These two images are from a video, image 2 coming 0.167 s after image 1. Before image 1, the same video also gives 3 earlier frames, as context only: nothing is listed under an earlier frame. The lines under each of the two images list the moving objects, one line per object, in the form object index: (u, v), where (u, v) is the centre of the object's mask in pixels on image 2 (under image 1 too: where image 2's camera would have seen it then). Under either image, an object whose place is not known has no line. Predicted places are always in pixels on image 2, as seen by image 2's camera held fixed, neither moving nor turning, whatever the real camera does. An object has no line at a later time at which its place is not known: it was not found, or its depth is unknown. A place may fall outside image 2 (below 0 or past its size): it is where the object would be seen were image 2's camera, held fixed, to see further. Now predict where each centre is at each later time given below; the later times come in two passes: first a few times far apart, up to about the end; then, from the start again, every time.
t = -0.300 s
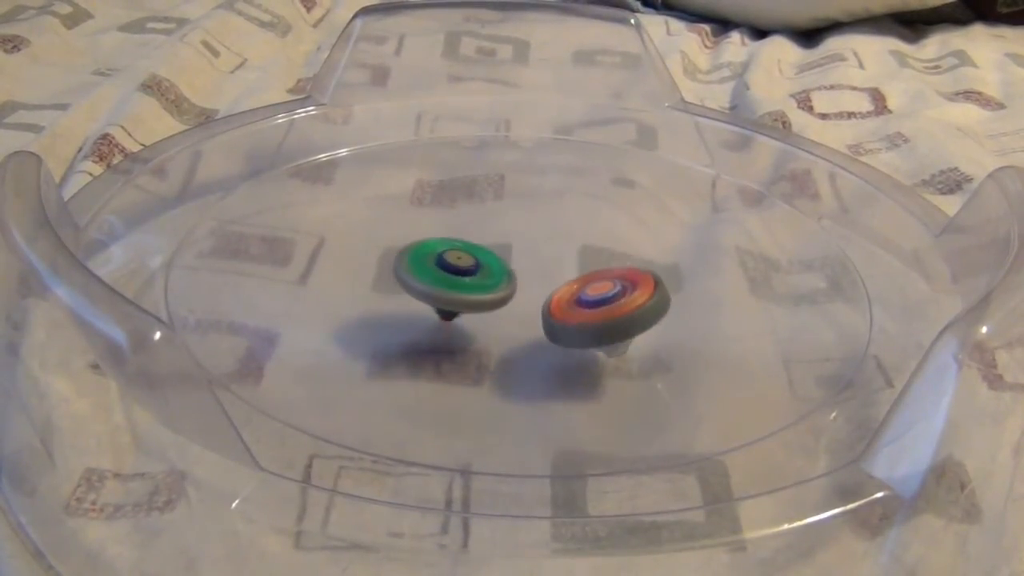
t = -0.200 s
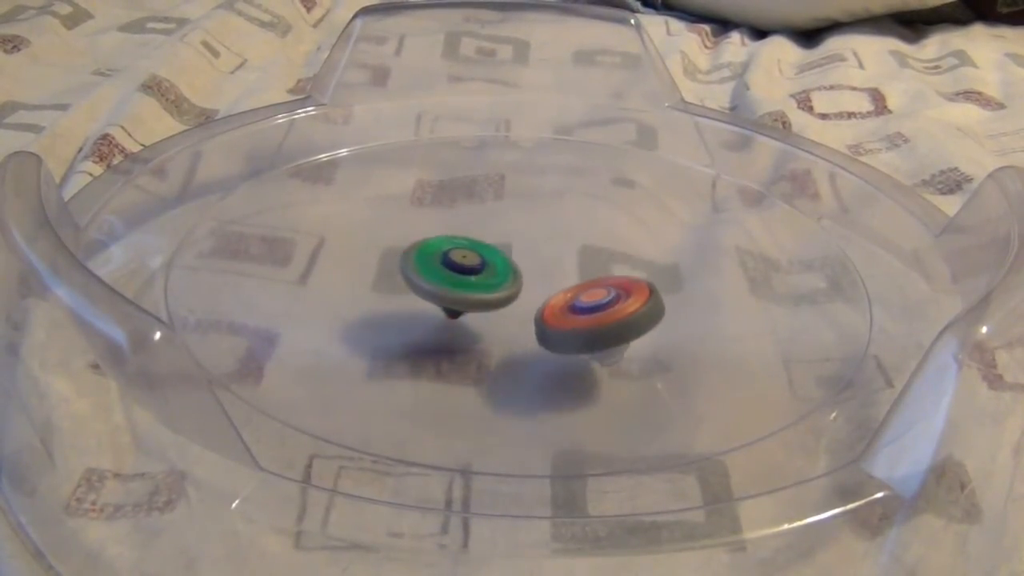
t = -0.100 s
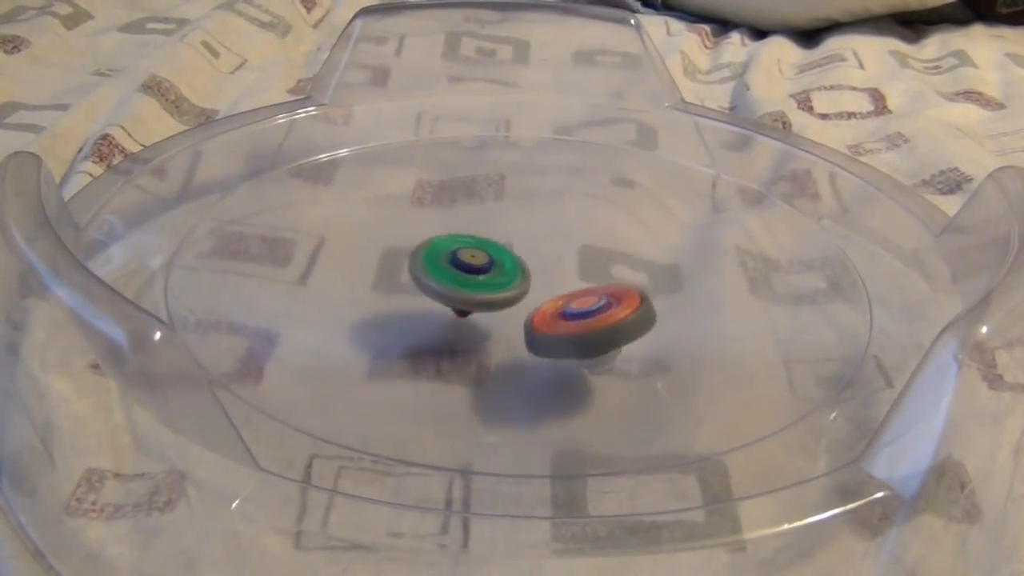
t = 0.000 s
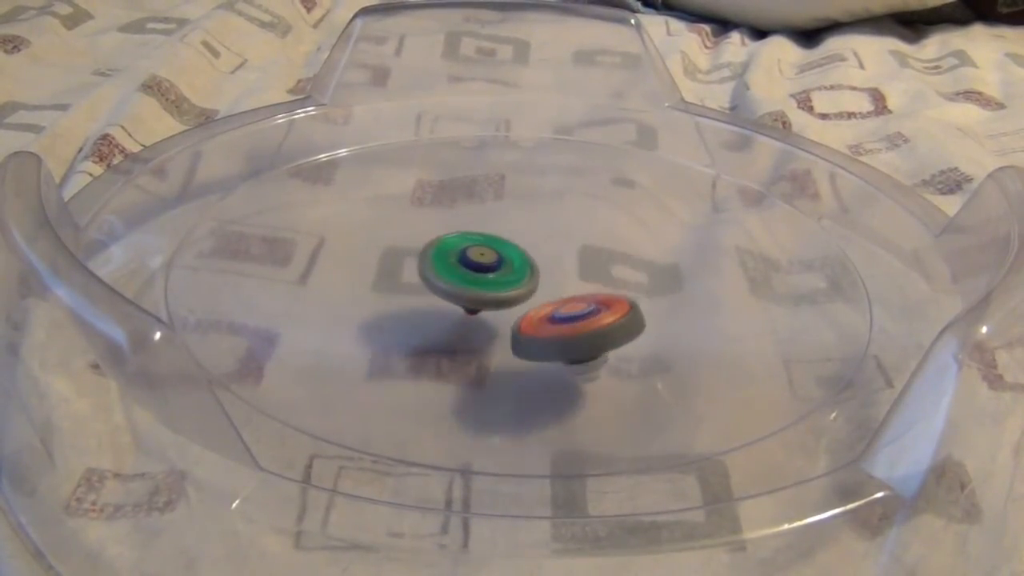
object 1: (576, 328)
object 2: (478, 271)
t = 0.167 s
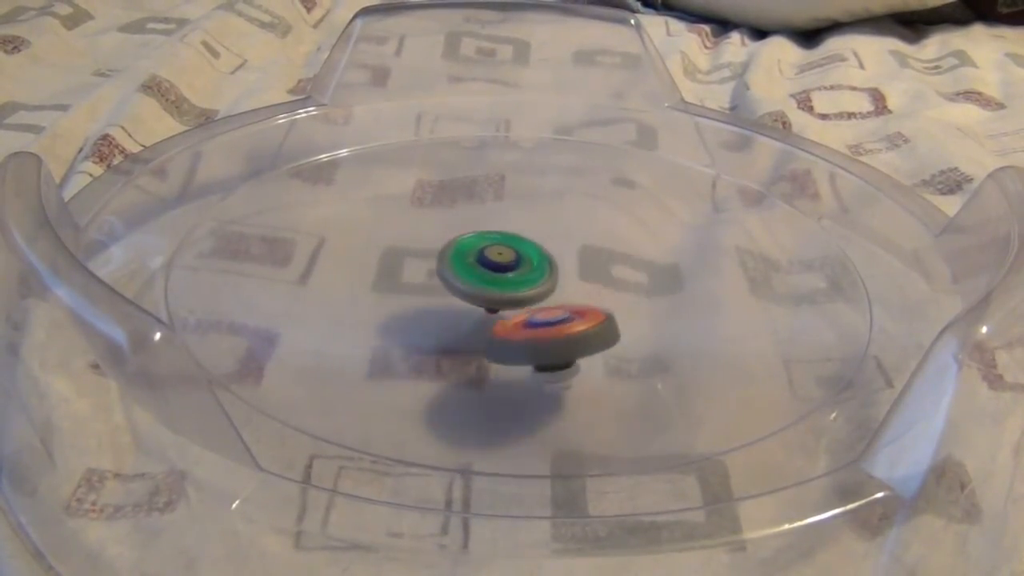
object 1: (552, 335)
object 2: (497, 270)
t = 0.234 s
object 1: (539, 336)
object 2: (503, 270)
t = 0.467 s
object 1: (491, 336)
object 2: (528, 272)
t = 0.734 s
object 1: (439, 323)
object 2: (547, 278)
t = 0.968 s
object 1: (410, 306)
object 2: (552, 286)
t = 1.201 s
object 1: (399, 287)
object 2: (550, 296)
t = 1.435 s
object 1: (405, 267)
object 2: (540, 307)
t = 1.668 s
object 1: (427, 251)
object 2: (524, 314)
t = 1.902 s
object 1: (458, 242)
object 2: (508, 315)
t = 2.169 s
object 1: (504, 239)
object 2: (486, 309)
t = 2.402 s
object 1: (544, 248)
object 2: (463, 300)
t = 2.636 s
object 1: (575, 264)
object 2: (454, 288)
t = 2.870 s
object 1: (598, 281)
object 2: (459, 281)
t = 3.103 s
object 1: (604, 300)
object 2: (473, 274)
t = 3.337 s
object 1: (591, 318)
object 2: (495, 271)
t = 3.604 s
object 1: (554, 333)
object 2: (520, 271)
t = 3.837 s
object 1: (509, 334)
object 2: (540, 275)
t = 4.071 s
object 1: (459, 327)
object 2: (549, 284)
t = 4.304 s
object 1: (423, 312)
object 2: (547, 294)
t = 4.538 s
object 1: (403, 293)
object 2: (538, 303)
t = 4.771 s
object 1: (403, 272)
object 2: (522, 311)
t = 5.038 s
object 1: (421, 252)
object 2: (501, 312)
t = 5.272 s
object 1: (455, 240)
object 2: (484, 307)
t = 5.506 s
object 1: (501, 239)
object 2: (464, 297)
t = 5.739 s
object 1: (565, 220)
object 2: (428, 311)
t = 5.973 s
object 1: (591, 232)
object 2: (445, 304)
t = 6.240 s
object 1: (607, 260)
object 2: (472, 290)
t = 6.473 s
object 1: (688, 281)
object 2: (407, 268)
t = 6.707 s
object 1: (684, 304)
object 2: (393, 270)
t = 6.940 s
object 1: (629, 322)
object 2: (432, 281)
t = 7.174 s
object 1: (567, 342)
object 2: (471, 273)
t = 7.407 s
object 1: (510, 354)
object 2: (480, 257)
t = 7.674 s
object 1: (451, 336)
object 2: (504, 263)
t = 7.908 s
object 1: (398, 295)
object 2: (529, 275)
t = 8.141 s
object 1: (379, 258)
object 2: (548, 287)
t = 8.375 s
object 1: (394, 240)
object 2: (556, 298)
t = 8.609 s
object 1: (431, 235)
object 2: (549, 308)
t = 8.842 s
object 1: (480, 238)
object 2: (531, 314)
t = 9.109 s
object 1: (552, 249)
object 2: (500, 313)
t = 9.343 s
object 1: (612, 272)
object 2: (473, 305)
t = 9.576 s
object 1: (643, 291)
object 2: (457, 294)
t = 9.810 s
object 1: (637, 308)
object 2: (453, 282)
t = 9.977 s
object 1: (615, 321)
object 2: (459, 275)
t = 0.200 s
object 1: (546, 335)
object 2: (500, 270)
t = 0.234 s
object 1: (539, 336)
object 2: (503, 270)
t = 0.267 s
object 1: (532, 337)
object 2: (507, 270)
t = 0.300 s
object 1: (526, 337)
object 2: (510, 270)
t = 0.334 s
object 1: (520, 338)
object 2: (514, 271)
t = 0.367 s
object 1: (511, 338)
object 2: (518, 271)
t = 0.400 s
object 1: (504, 338)
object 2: (522, 271)
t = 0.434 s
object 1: (498, 337)
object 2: (525, 271)
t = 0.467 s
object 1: (491, 336)
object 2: (528, 272)
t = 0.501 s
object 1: (485, 335)
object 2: (531, 272)
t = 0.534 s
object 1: (478, 334)
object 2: (534, 273)
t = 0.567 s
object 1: (471, 332)
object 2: (537, 274)
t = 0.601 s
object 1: (465, 331)
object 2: (540, 275)
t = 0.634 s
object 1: (456, 329)
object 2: (542, 275)
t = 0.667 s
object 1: (449, 327)
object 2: (544, 276)
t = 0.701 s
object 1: (445, 325)
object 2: (546, 277)
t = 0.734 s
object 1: (439, 323)
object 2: (547, 278)
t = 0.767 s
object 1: (434, 322)
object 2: (548, 279)
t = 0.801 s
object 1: (429, 320)
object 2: (550, 280)
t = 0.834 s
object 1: (425, 317)
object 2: (551, 281)
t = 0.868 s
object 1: (421, 315)
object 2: (552, 282)
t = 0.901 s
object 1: (417, 312)
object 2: (552, 283)
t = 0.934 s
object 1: (413, 309)
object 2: (552, 284)
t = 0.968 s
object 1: (410, 306)
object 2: (552, 286)
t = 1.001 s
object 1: (407, 304)
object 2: (551, 287)
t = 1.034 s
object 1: (405, 301)
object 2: (551, 289)
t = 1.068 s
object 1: (403, 298)
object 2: (551, 291)
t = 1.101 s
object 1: (402, 295)
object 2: (551, 292)
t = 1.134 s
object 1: (400, 292)
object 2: (551, 293)
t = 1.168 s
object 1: (400, 290)
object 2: (551, 295)
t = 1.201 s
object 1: (399, 287)
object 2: (550, 296)
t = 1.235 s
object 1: (399, 283)
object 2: (548, 297)
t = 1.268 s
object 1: (399, 280)
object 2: (547, 299)
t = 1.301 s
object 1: (400, 278)
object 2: (546, 301)
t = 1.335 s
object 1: (401, 275)
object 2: (545, 303)
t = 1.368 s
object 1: (402, 273)
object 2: (544, 304)
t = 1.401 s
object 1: (404, 270)
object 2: (542, 305)
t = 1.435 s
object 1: (405, 267)
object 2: (540, 307)
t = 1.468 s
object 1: (407, 264)
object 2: (538, 308)
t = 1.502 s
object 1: (410, 262)
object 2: (535, 309)
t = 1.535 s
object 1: (413, 260)
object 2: (533, 310)
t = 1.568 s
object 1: (416, 257)
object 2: (531, 311)
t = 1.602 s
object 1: (420, 255)
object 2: (529, 312)
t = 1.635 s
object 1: (423, 253)
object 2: (526, 313)
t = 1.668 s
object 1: (427, 251)
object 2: (524, 314)
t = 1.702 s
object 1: (431, 250)
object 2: (521, 315)
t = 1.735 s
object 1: (435, 248)
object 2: (518, 315)
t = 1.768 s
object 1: (439, 246)
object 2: (516, 315)
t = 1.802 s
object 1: (443, 245)
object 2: (515, 316)
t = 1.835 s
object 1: (448, 244)
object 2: (512, 315)
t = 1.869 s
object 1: (453, 242)
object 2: (510, 315)
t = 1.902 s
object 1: (458, 242)
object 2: (508, 315)
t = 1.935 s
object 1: (463, 241)
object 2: (505, 315)
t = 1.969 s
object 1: (469, 240)
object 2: (502, 314)
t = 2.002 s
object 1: (475, 240)
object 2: (499, 314)
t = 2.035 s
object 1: (480, 239)
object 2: (497, 313)
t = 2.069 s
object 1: (486, 239)
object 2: (494, 312)
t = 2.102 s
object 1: (492, 239)
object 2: (492, 311)
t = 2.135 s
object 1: (498, 239)
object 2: (489, 310)
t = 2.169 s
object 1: (504, 239)
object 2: (486, 309)
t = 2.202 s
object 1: (511, 240)
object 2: (482, 307)
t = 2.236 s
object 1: (517, 241)
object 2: (477, 306)
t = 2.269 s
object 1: (523, 242)
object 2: (474, 305)
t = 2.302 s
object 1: (528, 244)
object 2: (471, 304)
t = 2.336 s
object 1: (534, 245)
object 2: (468, 302)
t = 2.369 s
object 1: (539, 247)
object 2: (466, 301)
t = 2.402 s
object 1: (544, 248)
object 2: (463, 300)
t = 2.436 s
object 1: (549, 250)
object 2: (461, 298)
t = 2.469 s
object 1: (554, 252)
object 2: (459, 297)
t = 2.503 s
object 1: (559, 255)
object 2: (458, 295)
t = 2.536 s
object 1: (563, 257)
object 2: (456, 294)
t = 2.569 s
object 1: (567, 259)
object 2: (456, 292)
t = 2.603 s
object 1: (571, 261)
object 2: (455, 290)
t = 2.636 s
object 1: (575, 264)
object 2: (454, 288)
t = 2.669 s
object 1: (579, 266)
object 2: (454, 287)
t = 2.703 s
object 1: (583, 268)
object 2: (454, 286)
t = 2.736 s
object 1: (586, 271)
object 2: (454, 285)
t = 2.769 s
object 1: (590, 273)
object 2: (455, 284)
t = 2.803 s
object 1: (593, 276)
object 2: (456, 283)
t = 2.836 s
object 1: (595, 278)
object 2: (457, 282)
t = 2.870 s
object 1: (598, 281)
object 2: (459, 281)
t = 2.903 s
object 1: (599, 284)
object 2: (460, 279)
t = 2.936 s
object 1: (601, 286)
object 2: (461, 278)
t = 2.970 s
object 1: (602, 289)
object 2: (463, 278)
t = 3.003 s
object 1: (603, 292)
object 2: (465, 277)
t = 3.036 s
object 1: (604, 295)
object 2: (467, 276)
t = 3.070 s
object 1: (604, 298)
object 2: (471, 275)
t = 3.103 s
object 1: (604, 300)
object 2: (473, 274)
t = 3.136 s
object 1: (603, 303)
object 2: (476, 273)
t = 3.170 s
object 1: (602, 306)
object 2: (478, 273)
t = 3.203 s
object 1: (600, 309)
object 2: (481, 272)
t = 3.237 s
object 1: (599, 311)
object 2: (485, 272)
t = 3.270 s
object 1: (597, 314)
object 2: (488, 272)
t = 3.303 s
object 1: (594, 316)
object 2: (492, 271)
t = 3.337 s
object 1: (591, 318)
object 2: (495, 271)
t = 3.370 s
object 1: (587, 321)
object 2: (498, 271)
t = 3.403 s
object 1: (584, 323)
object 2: (501, 271)
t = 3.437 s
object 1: (580, 325)
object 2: (504, 271)
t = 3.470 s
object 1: (576, 327)
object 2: (507, 271)
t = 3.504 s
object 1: (570, 329)
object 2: (511, 271)
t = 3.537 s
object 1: (565, 330)
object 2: (514, 271)
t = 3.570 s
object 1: (560, 332)
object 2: (517, 271)
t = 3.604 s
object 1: (554, 333)
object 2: (520, 271)
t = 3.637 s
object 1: (548, 334)
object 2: (523, 271)
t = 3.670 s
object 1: (542, 335)
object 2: (526, 272)
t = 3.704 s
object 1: (535, 336)
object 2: (529, 272)
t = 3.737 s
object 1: (528, 335)
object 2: (532, 273)
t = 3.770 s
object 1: (522, 335)
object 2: (535, 274)
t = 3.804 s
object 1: (515, 335)
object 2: (538, 274)
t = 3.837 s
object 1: (509, 334)
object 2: (540, 275)
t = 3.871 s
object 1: (502, 334)
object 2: (542, 276)
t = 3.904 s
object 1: (495, 334)
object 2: (544, 278)
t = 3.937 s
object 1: (488, 333)
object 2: (545, 279)
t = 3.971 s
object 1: (481, 332)
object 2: (547, 280)
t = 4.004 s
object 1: (473, 330)
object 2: (548, 282)
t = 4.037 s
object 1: (467, 329)
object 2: (548, 283)
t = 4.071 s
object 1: (459, 327)
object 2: (549, 284)
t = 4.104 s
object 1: (453, 325)
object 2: (549, 285)
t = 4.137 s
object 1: (447, 323)
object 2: (549, 287)
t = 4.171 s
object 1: (441, 321)
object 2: (549, 288)
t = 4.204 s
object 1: (436, 319)
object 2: (549, 290)
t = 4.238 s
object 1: (432, 316)
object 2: (548, 291)
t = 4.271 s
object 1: (427, 314)
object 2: (548, 292)
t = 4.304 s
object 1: (423, 312)
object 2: (547, 294)
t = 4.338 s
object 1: (419, 310)
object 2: (546, 295)
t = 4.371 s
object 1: (415, 307)
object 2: (545, 297)
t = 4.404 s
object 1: (412, 304)
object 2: (544, 298)
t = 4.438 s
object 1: (409, 302)
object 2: (543, 299)
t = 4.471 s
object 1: (407, 299)
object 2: (542, 301)
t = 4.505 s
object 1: (405, 296)
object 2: (540, 302)
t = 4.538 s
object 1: (403, 293)
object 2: (538, 303)
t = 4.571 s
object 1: (402, 290)
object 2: (536, 305)
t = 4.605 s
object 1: (401, 287)
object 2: (534, 306)
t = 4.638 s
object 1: (401, 284)
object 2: (532, 307)
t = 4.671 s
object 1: (401, 281)
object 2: (530, 309)
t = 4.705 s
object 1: (401, 278)
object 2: (527, 310)
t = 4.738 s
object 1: (402, 275)
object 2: (525, 310)
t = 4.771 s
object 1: (403, 272)
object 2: (522, 311)
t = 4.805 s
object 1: (404, 270)
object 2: (519, 312)
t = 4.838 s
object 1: (405, 267)
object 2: (516, 313)
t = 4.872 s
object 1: (407, 264)
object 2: (514, 313)
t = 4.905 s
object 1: (409, 261)
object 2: (511, 313)
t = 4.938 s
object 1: (412, 259)
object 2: (509, 313)
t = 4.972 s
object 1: (415, 256)
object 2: (506, 313)
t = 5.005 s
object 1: (418, 254)
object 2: (503, 313)
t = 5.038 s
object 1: (421, 252)
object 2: (501, 312)
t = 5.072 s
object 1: (425, 250)
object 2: (498, 312)
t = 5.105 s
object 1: (429, 247)
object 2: (496, 311)
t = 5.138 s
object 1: (433, 246)
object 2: (494, 311)
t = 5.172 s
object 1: (438, 244)
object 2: (492, 310)
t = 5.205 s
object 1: (443, 242)
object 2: (489, 309)
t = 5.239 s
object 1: (449, 241)
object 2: (486, 308)
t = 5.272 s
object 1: (455, 240)
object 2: (484, 307)
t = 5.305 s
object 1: (461, 239)
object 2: (481, 306)
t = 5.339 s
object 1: (467, 238)
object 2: (479, 304)
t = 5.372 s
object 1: (474, 238)
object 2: (475, 303)
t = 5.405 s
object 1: (481, 237)
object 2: (472, 301)
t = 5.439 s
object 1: (488, 237)
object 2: (469, 300)
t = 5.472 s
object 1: (495, 238)
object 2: (466, 298)
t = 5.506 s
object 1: (501, 239)
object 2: (464, 297)
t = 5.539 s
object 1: (511, 237)
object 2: (458, 300)
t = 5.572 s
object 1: (527, 228)
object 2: (441, 307)
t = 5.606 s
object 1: (541, 223)
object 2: (432, 311)
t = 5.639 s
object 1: (550, 220)
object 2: (428, 312)
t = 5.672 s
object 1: (556, 220)
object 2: (426, 312)
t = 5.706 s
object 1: (561, 220)
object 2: (427, 312)
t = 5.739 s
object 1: (565, 220)
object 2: (428, 311)
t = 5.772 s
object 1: (570, 220)
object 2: (429, 311)
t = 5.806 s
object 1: (574, 222)
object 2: (431, 310)
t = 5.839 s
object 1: (578, 223)
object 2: (434, 309)
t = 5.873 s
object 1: (581, 225)
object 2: (436, 308)
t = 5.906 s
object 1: (585, 227)
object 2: (439, 306)
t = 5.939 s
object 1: (588, 229)
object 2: (442, 305)
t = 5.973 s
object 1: (591, 232)
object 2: (445, 304)
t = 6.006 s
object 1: (594, 235)
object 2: (448, 302)
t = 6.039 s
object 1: (596, 238)
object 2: (452, 300)
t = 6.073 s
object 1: (599, 241)
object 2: (455, 299)
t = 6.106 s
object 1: (601, 245)
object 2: (458, 297)
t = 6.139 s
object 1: (603, 248)
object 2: (462, 295)
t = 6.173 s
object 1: (605, 252)
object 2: (465, 294)
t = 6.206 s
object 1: (606, 256)
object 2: (469, 292)
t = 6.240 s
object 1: (607, 260)
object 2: (472, 290)
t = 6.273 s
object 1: (609, 264)
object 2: (476, 288)
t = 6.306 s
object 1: (609, 268)
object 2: (479, 286)
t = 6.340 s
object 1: (610, 272)
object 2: (482, 284)
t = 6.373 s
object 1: (610, 276)
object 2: (486, 283)
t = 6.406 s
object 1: (634, 275)
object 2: (461, 278)
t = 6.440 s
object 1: (666, 276)
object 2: (427, 272)
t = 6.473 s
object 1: (688, 281)
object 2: (407, 268)
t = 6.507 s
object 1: (700, 286)
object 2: (398, 265)
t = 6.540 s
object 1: (703, 289)
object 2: (394, 264)
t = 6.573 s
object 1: (702, 292)
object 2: (392, 265)
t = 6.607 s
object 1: (699, 295)
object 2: (391, 265)
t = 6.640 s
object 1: (695, 298)
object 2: (391, 266)
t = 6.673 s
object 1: (690, 301)
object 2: (391, 268)
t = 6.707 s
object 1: (684, 304)
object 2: (393, 270)
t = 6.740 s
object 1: (678, 306)
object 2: (396, 271)
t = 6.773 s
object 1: (671, 309)
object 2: (400, 273)
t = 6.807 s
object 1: (664, 312)
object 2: (406, 275)
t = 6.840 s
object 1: (656, 314)
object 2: (411, 277)
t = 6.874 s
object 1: (647, 317)
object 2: (418, 278)
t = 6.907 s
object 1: (638, 319)
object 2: (425, 280)
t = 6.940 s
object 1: (629, 322)
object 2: (432, 281)
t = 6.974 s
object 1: (619, 323)
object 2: (439, 282)
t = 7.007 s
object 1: (609, 325)
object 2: (447, 283)
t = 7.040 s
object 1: (599, 327)
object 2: (455, 284)
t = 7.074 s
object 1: (589, 328)
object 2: (463, 285)
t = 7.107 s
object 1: (578, 330)
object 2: (471, 285)
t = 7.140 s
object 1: (566, 332)
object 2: (477, 285)
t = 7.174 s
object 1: (567, 342)
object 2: (471, 273)
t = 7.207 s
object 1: (562, 350)
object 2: (468, 265)
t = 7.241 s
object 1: (553, 354)
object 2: (470, 261)
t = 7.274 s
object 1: (542, 355)
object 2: (472, 259)
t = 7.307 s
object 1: (533, 355)
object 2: (474, 258)
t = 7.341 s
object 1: (526, 357)
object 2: (476, 257)
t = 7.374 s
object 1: (518, 356)
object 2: (478, 257)
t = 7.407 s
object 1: (510, 354)
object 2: (480, 257)
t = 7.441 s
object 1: (502, 353)
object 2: (482, 257)
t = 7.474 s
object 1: (495, 350)
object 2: (485, 257)
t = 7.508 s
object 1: (487, 348)
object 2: (488, 258)
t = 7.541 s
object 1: (479, 346)
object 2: (491, 258)
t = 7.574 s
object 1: (472, 344)
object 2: (494, 259)
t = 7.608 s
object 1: (465, 342)
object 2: (498, 260)
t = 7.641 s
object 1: (459, 340)
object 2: (501, 261)
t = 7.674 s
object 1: (451, 336)
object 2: (504, 263)
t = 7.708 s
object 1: (443, 331)
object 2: (508, 264)
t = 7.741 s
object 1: (435, 325)
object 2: (512, 266)
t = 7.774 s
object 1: (430, 324)
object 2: (516, 268)
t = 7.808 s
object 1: (421, 317)
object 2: (520, 270)
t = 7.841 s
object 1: (411, 308)
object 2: (523, 271)
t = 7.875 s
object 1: (404, 302)
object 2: (526, 273)
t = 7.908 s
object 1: (398, 295)
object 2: (529, 275)
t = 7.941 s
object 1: (393, 289)
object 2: (532, 277)
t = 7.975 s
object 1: (387, 282)
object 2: (535, 279)
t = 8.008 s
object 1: (383, 276)
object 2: (539, 280)
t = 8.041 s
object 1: (380, 271)
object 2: (541, 282)
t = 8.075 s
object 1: (379, 267)
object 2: (544, 284)
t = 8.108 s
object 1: (378, 262)
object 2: (546, 285)
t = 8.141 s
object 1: (379, 258)
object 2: (548, 287)
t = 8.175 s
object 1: (379, 255)
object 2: (550, 289)
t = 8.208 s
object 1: (382, 250)
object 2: (552, 291)
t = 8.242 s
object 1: (383, 248)
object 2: (553, 292)
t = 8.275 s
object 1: (386, 245)
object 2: (554, 294)
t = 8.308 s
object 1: (388, 243)
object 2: (555, 295)
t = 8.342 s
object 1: (391, 241)
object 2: (555, 297)
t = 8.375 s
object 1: (394, 240)
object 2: (556, 298)
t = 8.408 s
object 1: (398, 239)
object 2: (556, 300)
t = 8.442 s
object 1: (403, 237)
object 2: (555, 301)
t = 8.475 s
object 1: (408, 236)
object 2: (555, 303)
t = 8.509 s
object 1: (413, 235)
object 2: (554, 304)
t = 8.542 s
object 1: (419, 235)
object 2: (553, 305)
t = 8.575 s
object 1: (425, 235)
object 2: (552, 307)
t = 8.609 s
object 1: (431, 235)
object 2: (549, 308)
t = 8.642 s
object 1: (437, 235)
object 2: (547, 310)
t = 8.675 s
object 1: (444, 235)
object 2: (544, 311)
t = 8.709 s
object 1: (452, 236)
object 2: (542, 312)
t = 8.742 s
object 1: (459, 236)
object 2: (539, 313)
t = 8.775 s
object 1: (466, 237)
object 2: (538, 313)
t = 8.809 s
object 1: (473, 238)
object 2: (534, 314)
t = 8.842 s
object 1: (480, 238)
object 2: (531, 314)
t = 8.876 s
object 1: (487, 238)
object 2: (527, 315)
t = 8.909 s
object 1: (495, 239)
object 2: (524, 315)
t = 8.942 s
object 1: (503, 239)
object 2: (521, 315)
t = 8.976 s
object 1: (512, 240)
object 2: (518, 315)
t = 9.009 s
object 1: (522, 242)
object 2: (513, 315)
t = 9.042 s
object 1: (532, 243)
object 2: (509, 314)
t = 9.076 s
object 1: (542, 246)
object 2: (503, 313)
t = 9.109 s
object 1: (552, 249)
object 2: (500, 313)
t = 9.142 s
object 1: (562, 252)
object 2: (496, 312)
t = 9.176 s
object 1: (570, 255)
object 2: (493, 312)
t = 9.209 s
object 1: (578, 259)
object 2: (489, 311)
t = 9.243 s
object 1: (587, 262)
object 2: (485, 310)
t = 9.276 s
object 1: (595, 266)
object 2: (481, 308)
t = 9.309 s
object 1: (604, 269)
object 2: (476, 306)
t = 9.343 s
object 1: (612, 272)
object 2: (473, 305)
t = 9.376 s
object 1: (619, 275)
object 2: (470, 303)
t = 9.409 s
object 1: (626, 278)
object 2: (468, 302)
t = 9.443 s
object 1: (631, 281)
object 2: (465, 301)
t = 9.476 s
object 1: (635, 284)
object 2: (463, 299)
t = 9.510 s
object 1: (639, 286)
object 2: (461, 297)
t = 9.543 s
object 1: (641, 288)
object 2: (458, 295)
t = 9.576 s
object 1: (643, 291)
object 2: (457, 294)
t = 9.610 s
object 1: (643, 293)
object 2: (456, 292)
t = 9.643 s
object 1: (644, 296)
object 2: (454, 290)
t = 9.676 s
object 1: (644, 298)
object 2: (454, 288)
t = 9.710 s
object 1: (643, 301)
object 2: (453, 287)
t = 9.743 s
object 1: (641, 303)
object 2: (453, 285)
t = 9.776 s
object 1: (639, 306)
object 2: (453, 283)
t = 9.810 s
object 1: (637, 308)
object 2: (453, 282)
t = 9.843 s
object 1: (633, 311)
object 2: (453, 280)
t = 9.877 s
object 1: (629, 314)
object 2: (454, 279)
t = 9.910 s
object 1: (625, 316)
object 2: (455, 278)
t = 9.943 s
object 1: (620, 319)
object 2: (457, 277)
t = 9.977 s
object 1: (615, 321)
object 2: (459, 275)
